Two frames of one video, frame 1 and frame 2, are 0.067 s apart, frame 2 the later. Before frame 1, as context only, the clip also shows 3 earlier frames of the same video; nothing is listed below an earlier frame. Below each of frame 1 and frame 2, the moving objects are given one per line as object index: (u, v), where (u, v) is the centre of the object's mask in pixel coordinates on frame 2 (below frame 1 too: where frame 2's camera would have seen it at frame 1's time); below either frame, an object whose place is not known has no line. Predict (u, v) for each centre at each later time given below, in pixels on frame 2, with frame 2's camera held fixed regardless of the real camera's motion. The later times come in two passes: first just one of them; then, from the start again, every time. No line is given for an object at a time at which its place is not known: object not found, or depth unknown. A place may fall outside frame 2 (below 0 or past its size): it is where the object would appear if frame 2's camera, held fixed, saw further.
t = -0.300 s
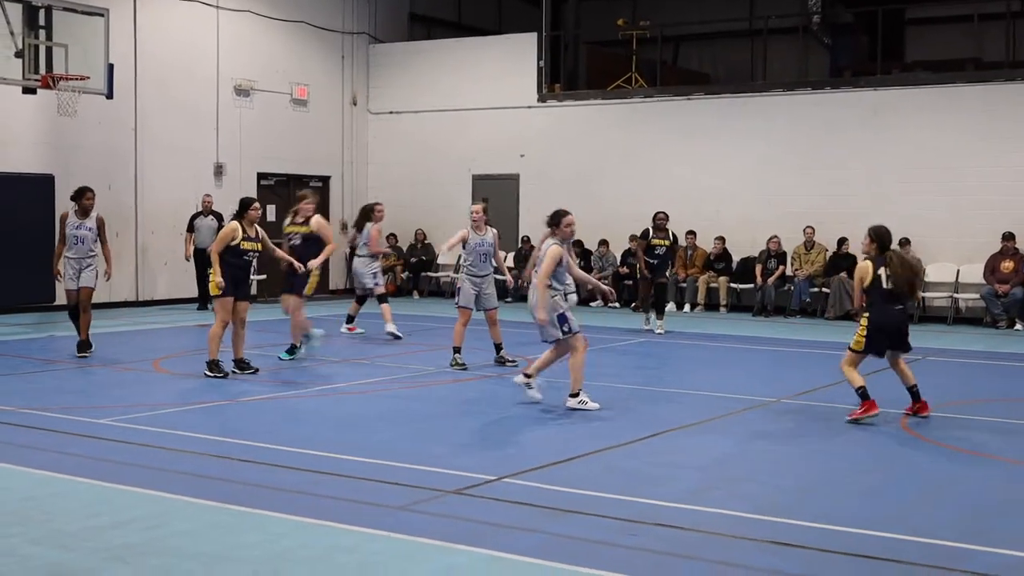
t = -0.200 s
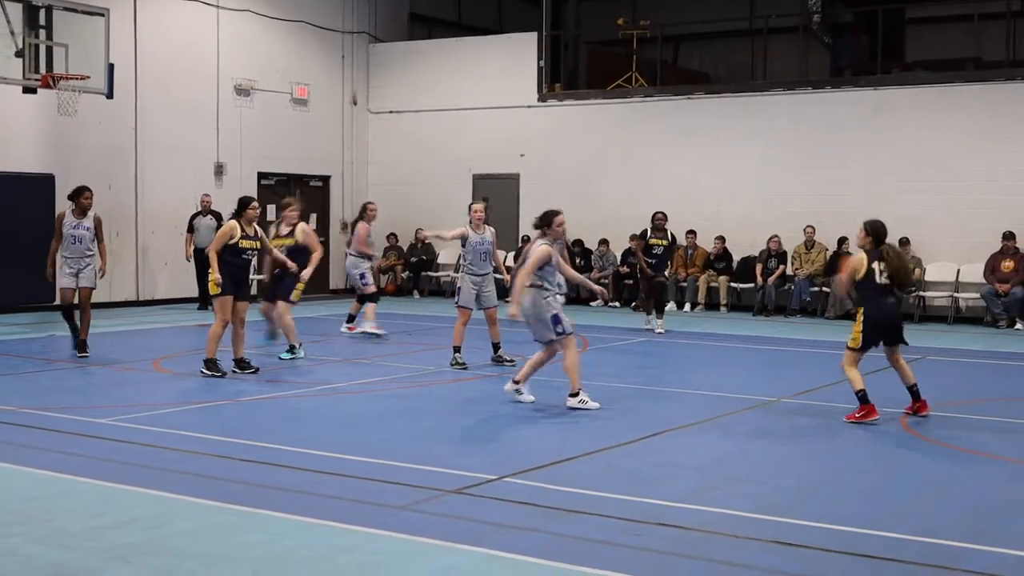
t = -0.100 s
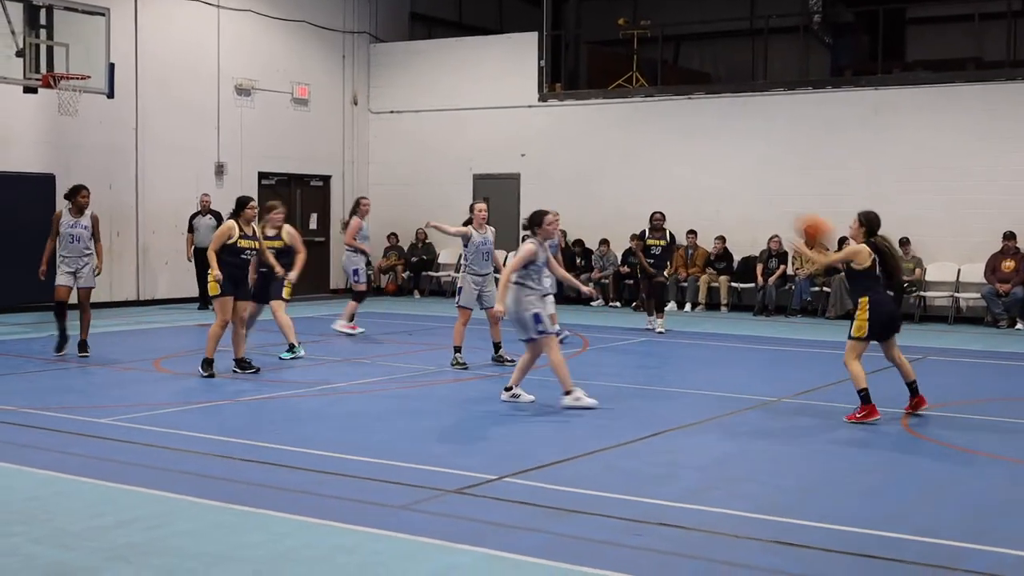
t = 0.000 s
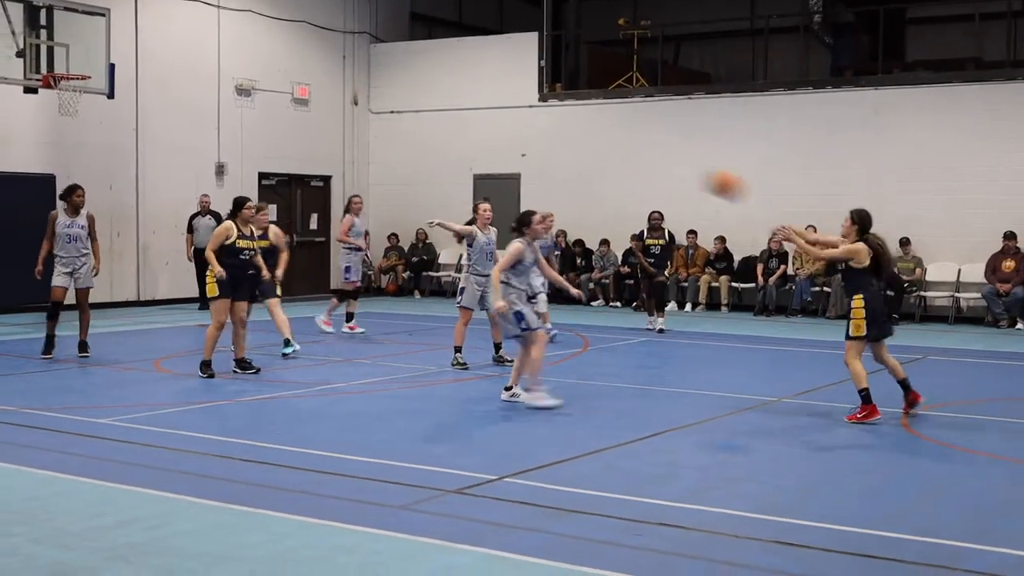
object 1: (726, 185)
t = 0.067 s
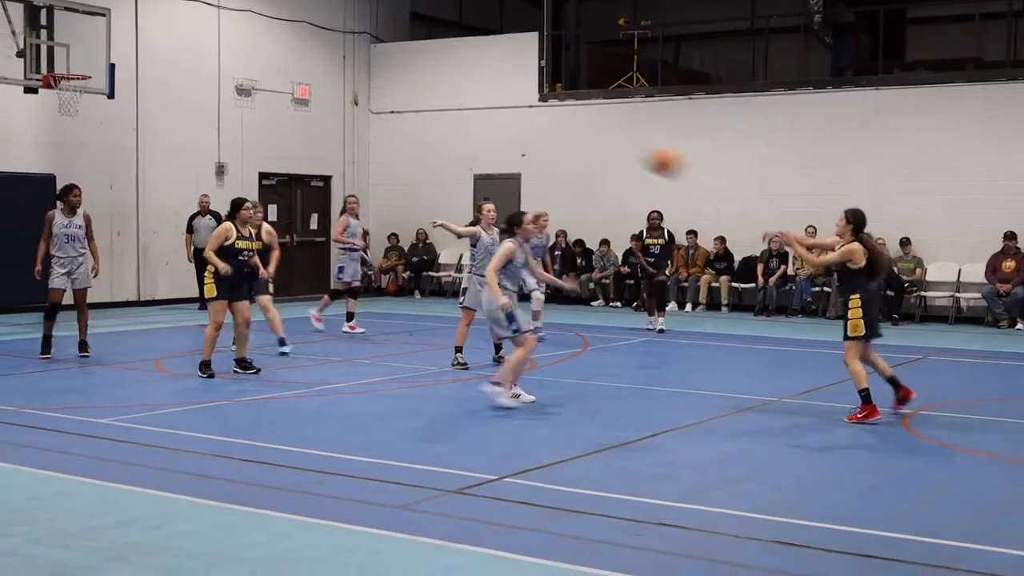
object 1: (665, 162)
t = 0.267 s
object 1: (493, 130)
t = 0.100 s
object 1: (635, 154)
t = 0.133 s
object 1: (606, 146)
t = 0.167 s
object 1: (579, 140)
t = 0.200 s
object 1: (548, 136)
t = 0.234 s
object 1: (520, 133)
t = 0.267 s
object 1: (493, 130)
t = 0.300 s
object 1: (466, 130)
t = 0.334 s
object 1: (440, 131)
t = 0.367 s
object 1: (413, 132)
